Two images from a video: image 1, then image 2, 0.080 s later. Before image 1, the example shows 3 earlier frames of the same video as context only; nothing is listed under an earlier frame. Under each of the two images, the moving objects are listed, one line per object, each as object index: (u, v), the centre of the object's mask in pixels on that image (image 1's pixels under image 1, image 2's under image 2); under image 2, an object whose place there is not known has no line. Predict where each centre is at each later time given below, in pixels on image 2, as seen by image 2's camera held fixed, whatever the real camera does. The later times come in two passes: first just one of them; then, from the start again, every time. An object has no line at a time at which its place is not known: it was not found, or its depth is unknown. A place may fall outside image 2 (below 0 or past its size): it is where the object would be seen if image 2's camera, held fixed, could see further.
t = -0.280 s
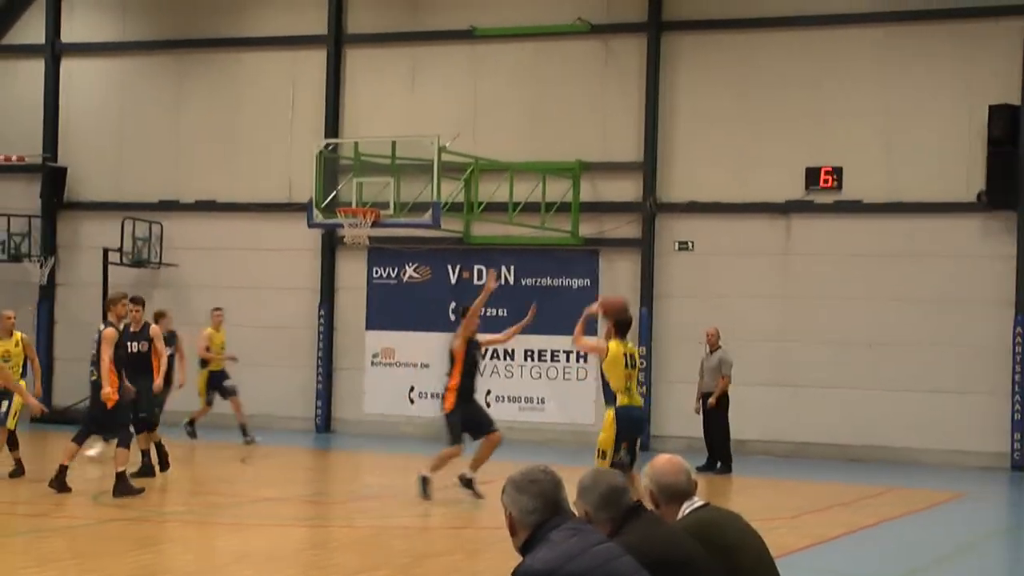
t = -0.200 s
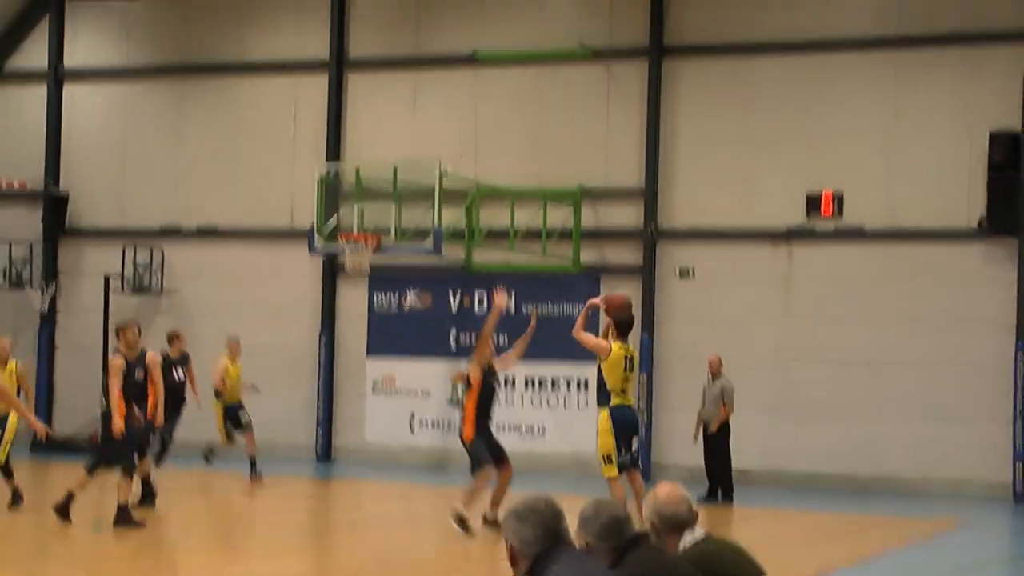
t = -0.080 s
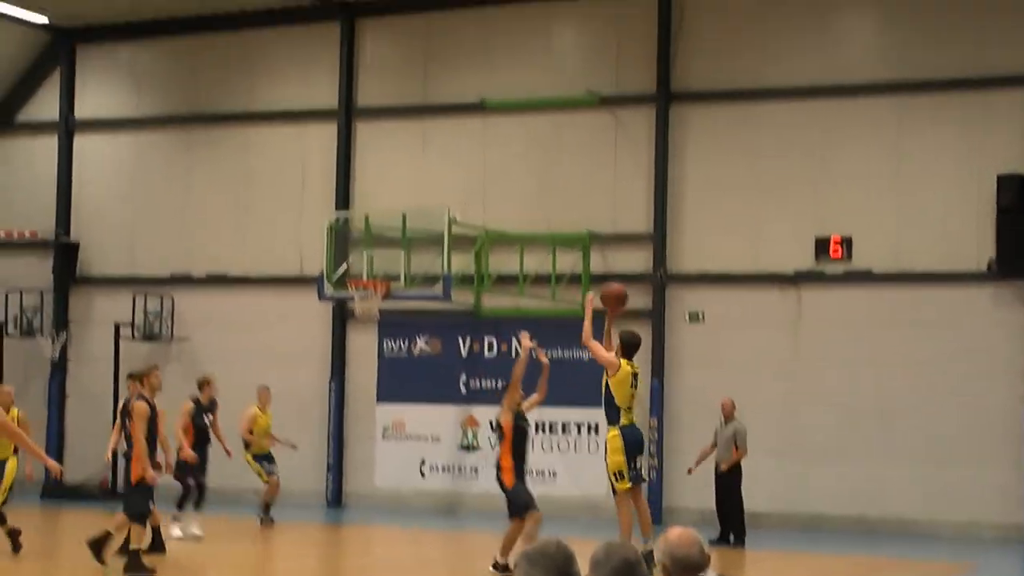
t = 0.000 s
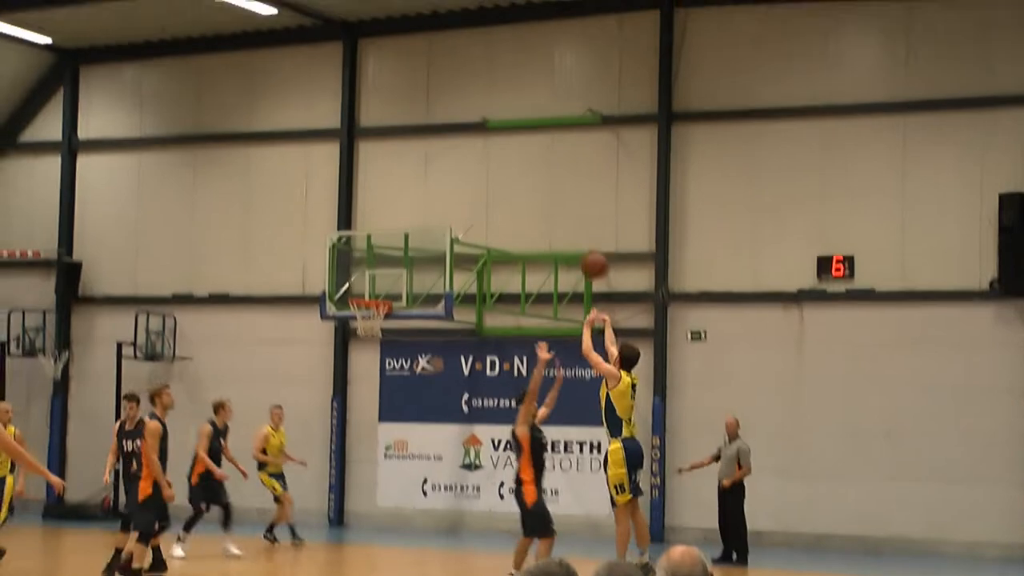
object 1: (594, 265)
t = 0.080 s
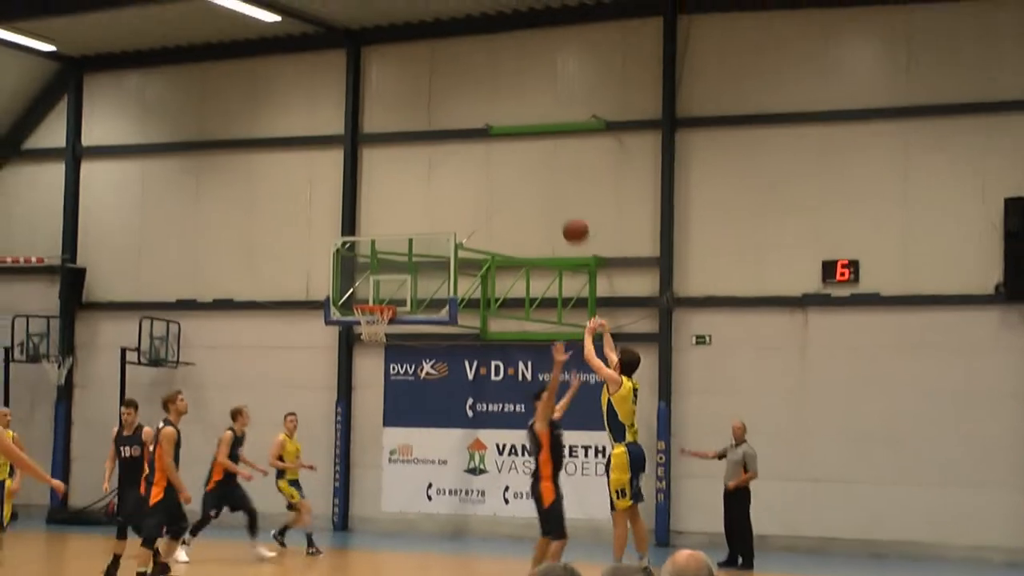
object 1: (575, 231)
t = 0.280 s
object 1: (524, 171)
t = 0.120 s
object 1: (564, 215)
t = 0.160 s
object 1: (554, 200)
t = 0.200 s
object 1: (544, 188)
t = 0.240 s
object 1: (534, 178)
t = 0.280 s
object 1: (524, 171)
